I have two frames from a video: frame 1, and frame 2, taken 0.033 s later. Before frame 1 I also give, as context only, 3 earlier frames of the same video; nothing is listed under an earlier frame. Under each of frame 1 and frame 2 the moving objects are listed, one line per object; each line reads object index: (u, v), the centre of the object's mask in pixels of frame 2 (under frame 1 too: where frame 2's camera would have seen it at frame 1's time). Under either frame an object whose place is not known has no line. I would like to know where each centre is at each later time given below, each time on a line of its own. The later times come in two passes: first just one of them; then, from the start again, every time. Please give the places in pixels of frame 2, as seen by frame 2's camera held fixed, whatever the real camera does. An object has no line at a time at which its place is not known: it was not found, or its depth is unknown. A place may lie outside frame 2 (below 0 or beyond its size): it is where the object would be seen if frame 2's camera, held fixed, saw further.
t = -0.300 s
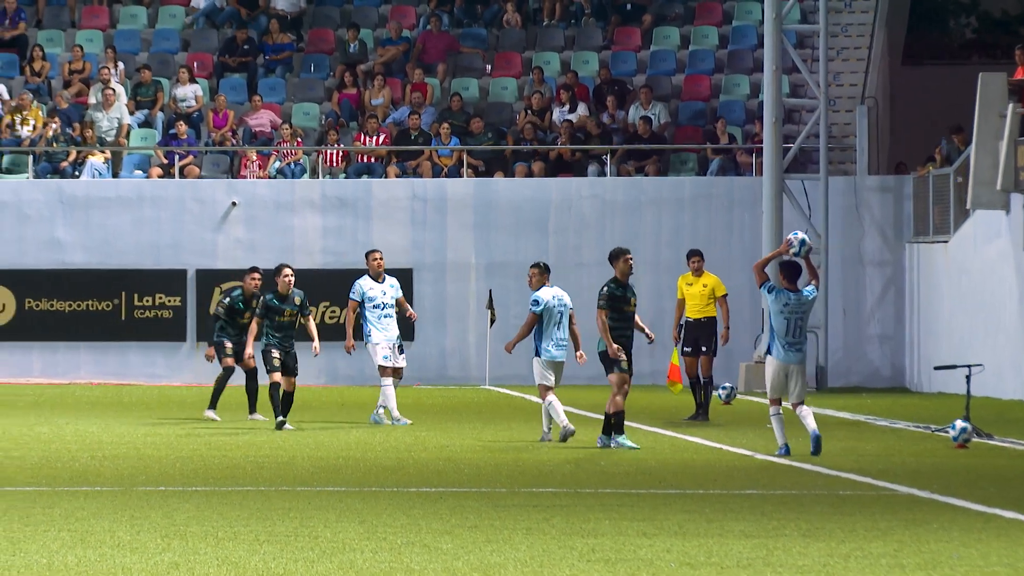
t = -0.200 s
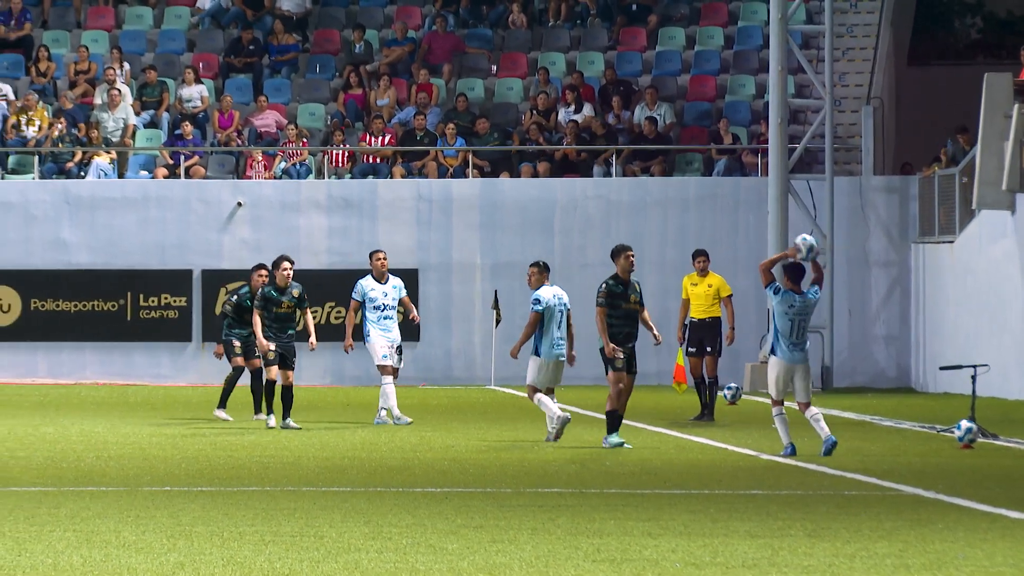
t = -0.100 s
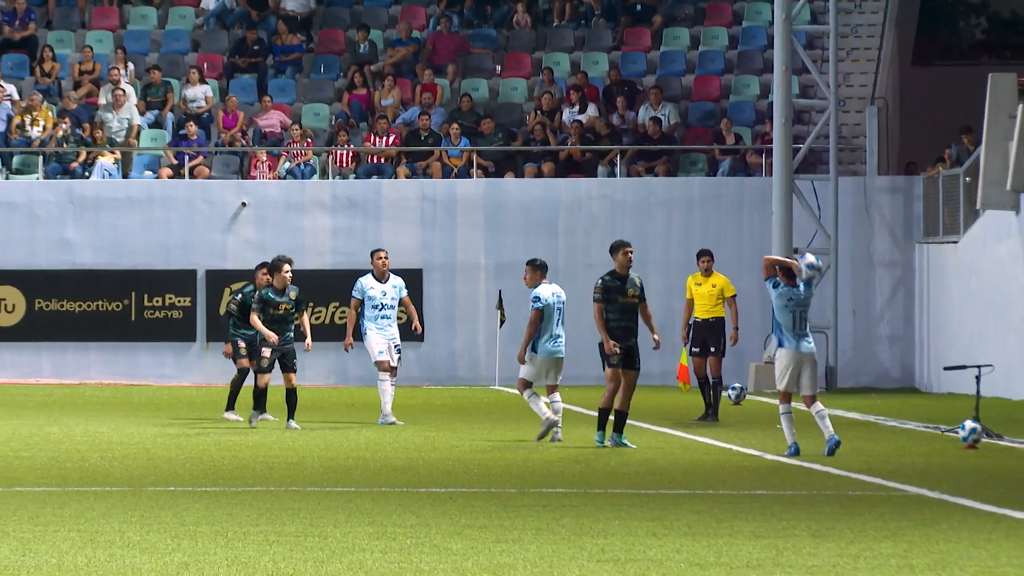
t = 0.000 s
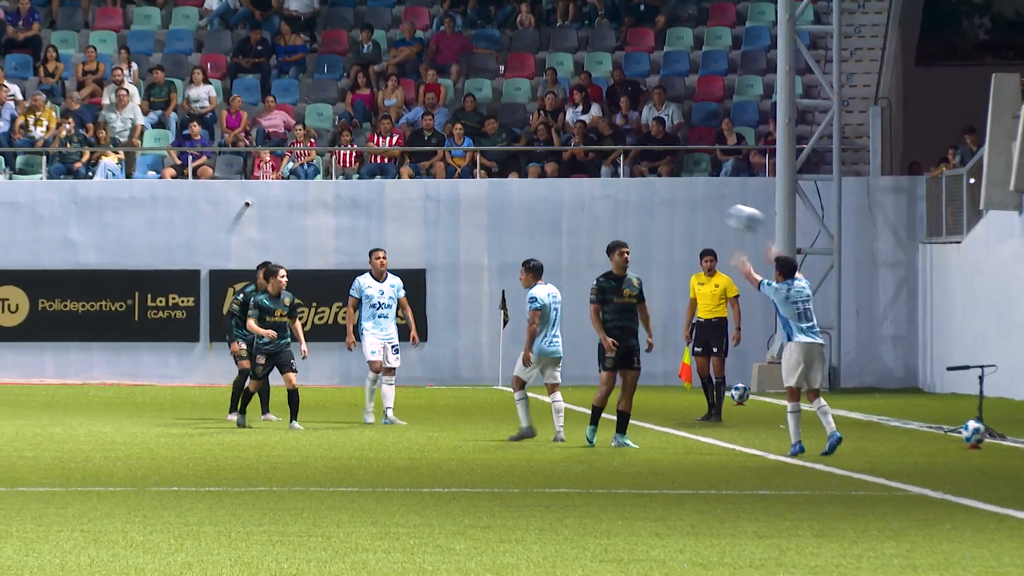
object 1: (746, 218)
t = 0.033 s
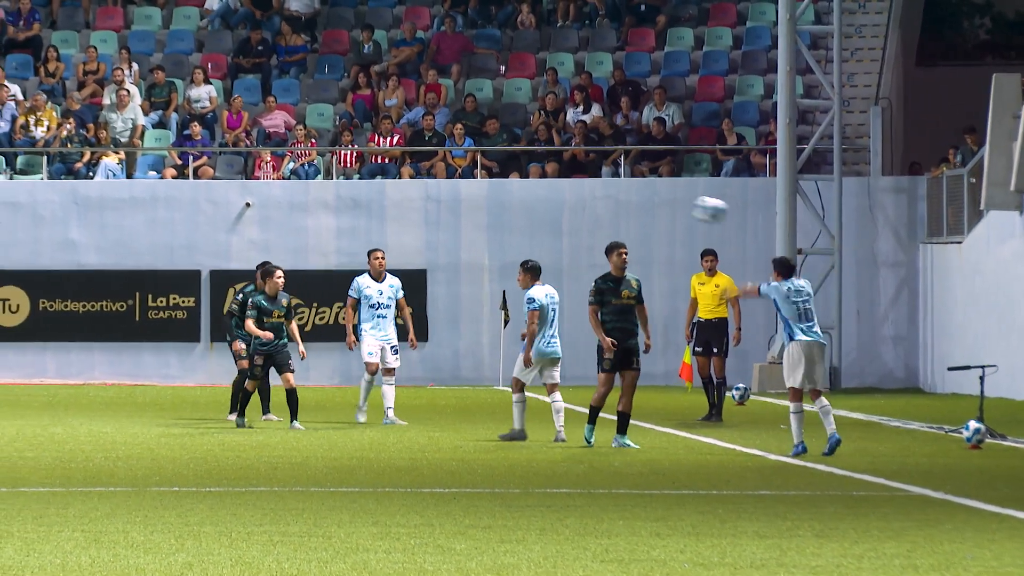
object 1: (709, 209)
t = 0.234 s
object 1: (513, 189)
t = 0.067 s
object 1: (675, 203)
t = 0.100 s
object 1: (641, 197)
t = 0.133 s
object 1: (607, 192)
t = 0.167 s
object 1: (575, 190)
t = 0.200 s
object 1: (543, 189)
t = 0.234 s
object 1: (513, 189)
